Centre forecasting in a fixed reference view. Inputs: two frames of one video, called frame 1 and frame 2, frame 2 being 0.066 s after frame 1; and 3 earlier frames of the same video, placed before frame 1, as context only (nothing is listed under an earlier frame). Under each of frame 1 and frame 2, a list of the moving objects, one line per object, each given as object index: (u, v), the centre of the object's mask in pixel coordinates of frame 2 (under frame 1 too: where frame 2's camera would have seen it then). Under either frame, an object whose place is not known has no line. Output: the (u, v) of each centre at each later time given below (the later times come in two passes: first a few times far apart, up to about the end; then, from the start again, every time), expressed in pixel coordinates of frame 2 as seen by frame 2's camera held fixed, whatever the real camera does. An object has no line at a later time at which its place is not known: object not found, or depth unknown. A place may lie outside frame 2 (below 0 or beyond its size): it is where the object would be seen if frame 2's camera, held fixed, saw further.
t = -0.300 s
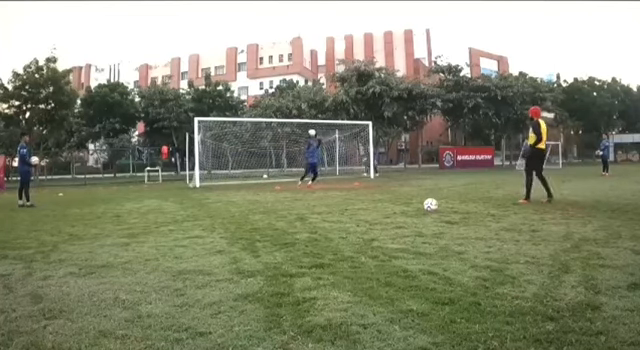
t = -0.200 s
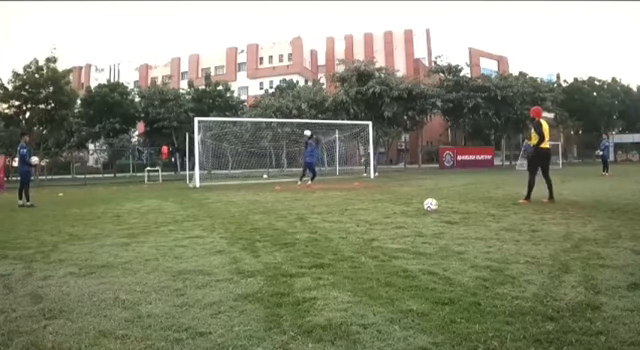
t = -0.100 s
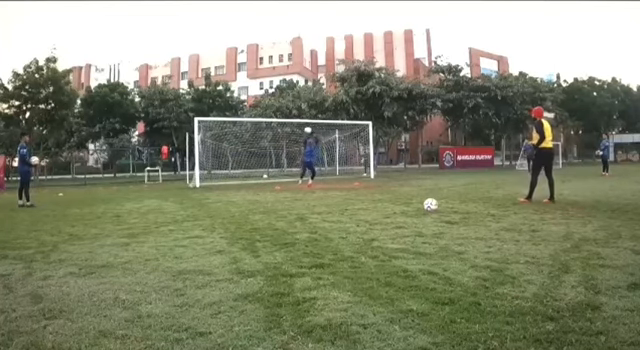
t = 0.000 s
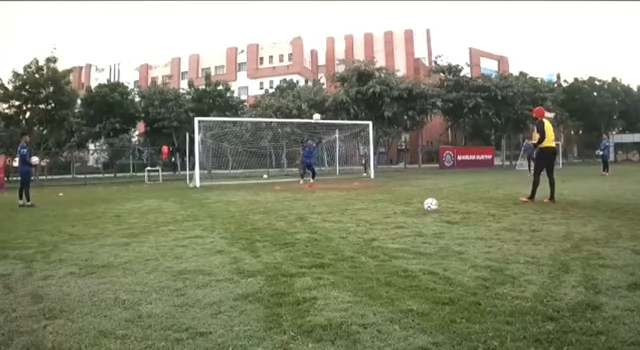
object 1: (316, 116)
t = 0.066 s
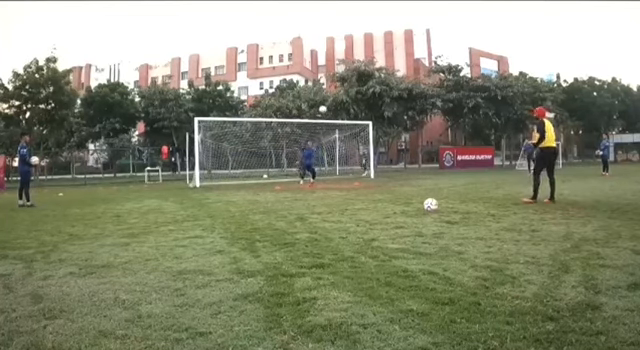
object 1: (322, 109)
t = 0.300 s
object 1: (348, 90)
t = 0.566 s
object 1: (386, 91)
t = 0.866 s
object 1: (441, 130)
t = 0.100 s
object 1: (326, 105)
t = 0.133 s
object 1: (329, 102)
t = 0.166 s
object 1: (332, 99)
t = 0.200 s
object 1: (337, 96)
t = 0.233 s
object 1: (340, 94)
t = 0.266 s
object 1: (344, 92)
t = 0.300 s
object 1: (348, 90)
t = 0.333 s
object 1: (352, 89)
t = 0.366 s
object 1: (356, 88)
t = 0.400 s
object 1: (361, 88)
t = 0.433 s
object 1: (365, 87)
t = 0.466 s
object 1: (371, 87)
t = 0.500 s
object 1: (375, 88)
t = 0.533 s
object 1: (380, 89)
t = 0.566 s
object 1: (386, 91)
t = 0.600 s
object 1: (391, 93)
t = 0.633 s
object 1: (397, 95)
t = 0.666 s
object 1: (402, 99)
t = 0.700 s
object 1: (409, 102)
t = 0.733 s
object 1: (415, 107)
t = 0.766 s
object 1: (421, 111)
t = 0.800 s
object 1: (427, 116)
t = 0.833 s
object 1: (434, 123)
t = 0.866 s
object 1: (441, 130)
